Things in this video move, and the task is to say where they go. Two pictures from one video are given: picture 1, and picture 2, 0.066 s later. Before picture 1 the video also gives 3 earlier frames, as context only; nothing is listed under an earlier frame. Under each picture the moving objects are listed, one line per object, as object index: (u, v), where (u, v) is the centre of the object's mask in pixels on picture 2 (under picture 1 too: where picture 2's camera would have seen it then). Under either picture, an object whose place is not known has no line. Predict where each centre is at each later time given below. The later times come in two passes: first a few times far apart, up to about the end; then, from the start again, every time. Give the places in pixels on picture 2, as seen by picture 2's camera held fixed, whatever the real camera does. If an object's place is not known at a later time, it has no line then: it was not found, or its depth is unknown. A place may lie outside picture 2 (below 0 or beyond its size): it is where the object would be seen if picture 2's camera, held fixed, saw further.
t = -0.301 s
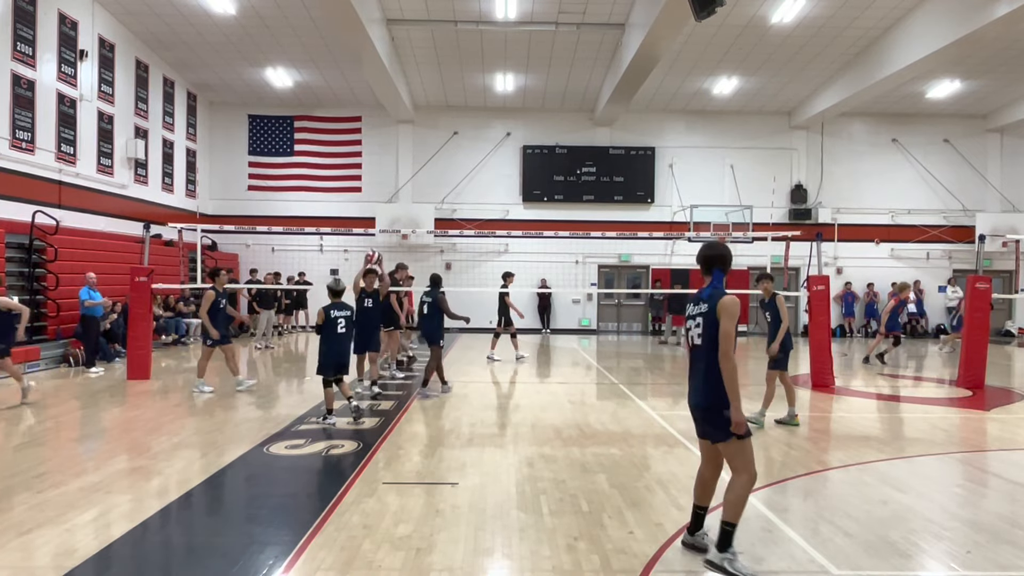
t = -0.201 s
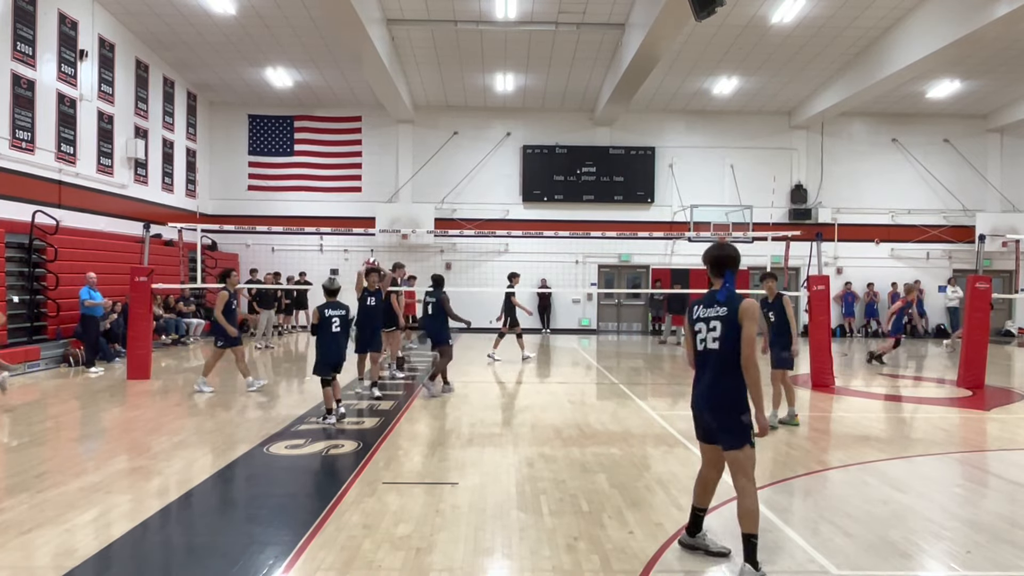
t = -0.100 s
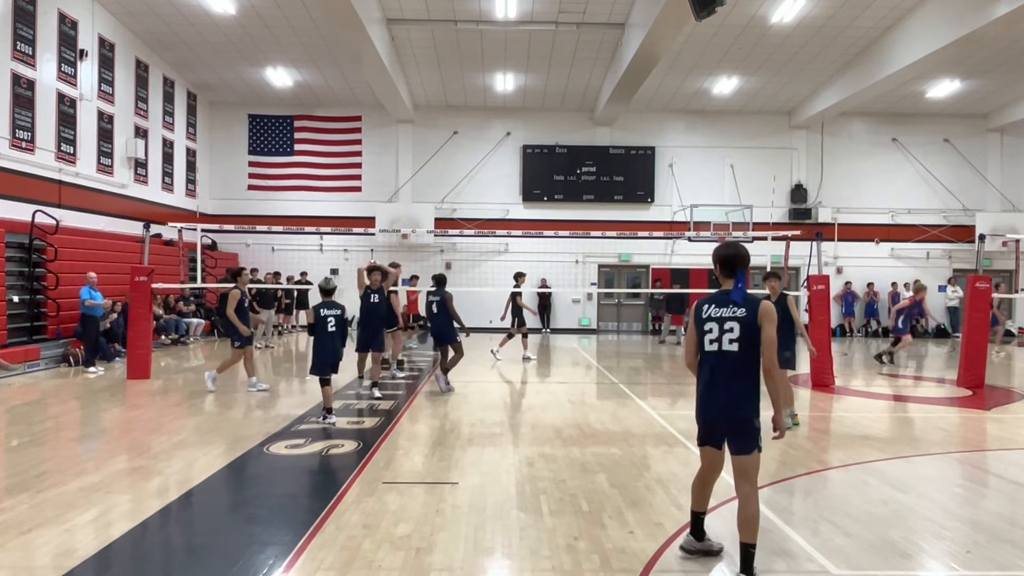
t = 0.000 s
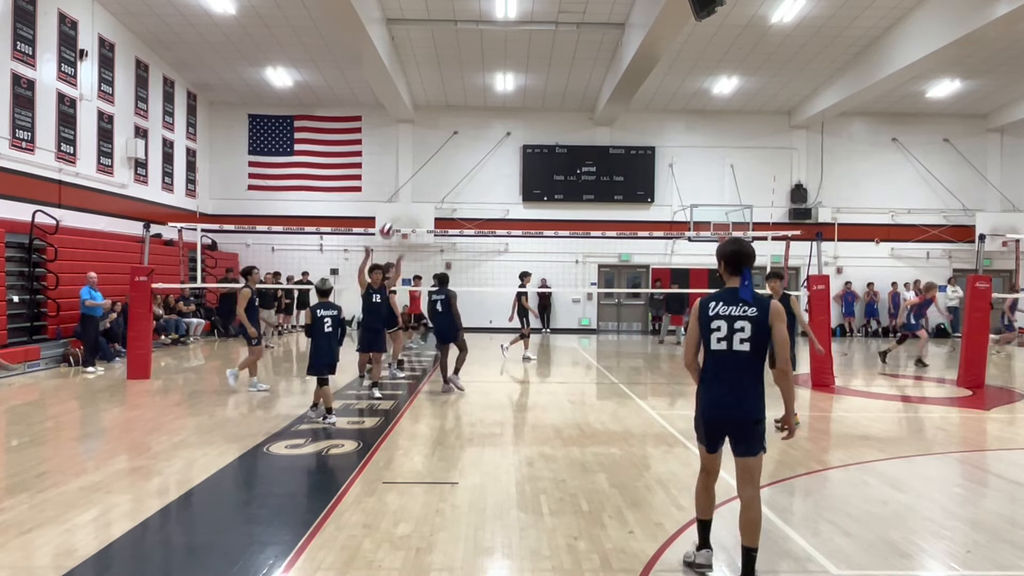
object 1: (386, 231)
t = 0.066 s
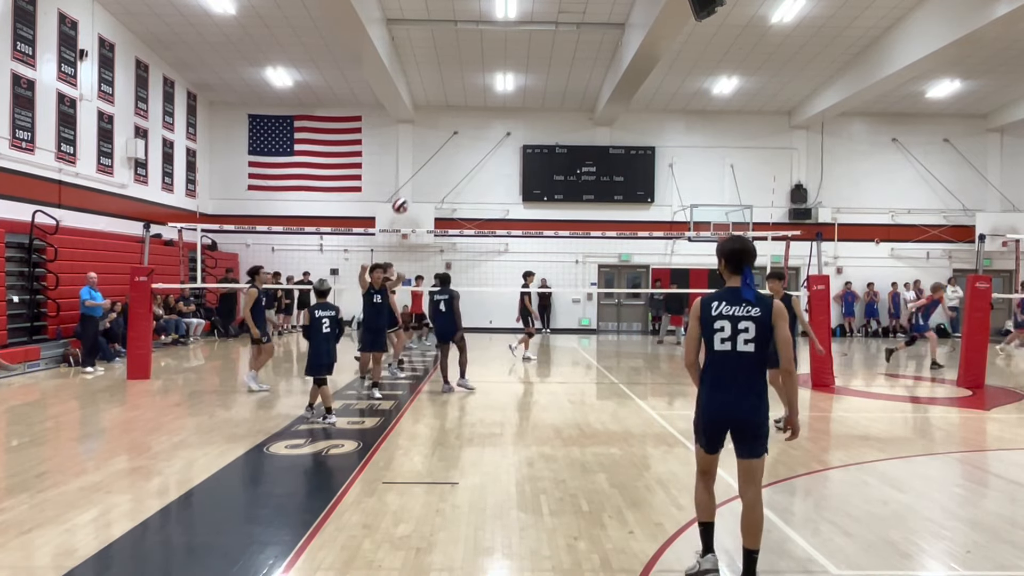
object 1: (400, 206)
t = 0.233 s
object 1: (435, 151)
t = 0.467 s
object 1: (493, 99)
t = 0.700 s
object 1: (574, 99)
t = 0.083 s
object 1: (403, 200)
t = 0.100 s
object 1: (406, 194)
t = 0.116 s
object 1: (410, 188)
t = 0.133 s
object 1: (413, 183)
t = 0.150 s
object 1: (417, 177)
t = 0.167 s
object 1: (420, 171)
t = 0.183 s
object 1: (424, 166)
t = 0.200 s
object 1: (428, 160)
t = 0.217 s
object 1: (431, 155)
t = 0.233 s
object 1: (435, 151)
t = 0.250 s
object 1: (439, 145)
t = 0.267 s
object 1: (443, 141)
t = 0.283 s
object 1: (447, 136)
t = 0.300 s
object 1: (451, 132)
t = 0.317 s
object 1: (455, 128)
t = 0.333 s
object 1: (458, 124)
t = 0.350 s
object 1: (463, 120)
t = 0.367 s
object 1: (467, 116)
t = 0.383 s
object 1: (471, 113)
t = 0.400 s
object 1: (475, 110)
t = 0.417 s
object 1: (480, 107)
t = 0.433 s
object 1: (484, 104)
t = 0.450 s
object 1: (488, 101)
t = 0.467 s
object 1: (493, 99)
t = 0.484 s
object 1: (498, 98)
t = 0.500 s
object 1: (503, 96)
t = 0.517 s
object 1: (508, 94)
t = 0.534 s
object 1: (513, 93)
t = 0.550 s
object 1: (519, 92)
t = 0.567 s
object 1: (525, 91)
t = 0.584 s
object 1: (531, 90)
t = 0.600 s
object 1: (536, 90)
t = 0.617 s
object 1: (542, 91)
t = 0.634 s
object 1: (548, 91)
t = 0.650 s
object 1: (554, 93)
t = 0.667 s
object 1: (560, 94)
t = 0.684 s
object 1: (567, 96)
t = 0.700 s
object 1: (574, 99)
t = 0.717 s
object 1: (581, 102)
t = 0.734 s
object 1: (588, 105)
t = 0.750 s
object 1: (595, 109)
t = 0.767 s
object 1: (603, 114)
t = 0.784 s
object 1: (610, 118)
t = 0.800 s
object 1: (618, 124)
